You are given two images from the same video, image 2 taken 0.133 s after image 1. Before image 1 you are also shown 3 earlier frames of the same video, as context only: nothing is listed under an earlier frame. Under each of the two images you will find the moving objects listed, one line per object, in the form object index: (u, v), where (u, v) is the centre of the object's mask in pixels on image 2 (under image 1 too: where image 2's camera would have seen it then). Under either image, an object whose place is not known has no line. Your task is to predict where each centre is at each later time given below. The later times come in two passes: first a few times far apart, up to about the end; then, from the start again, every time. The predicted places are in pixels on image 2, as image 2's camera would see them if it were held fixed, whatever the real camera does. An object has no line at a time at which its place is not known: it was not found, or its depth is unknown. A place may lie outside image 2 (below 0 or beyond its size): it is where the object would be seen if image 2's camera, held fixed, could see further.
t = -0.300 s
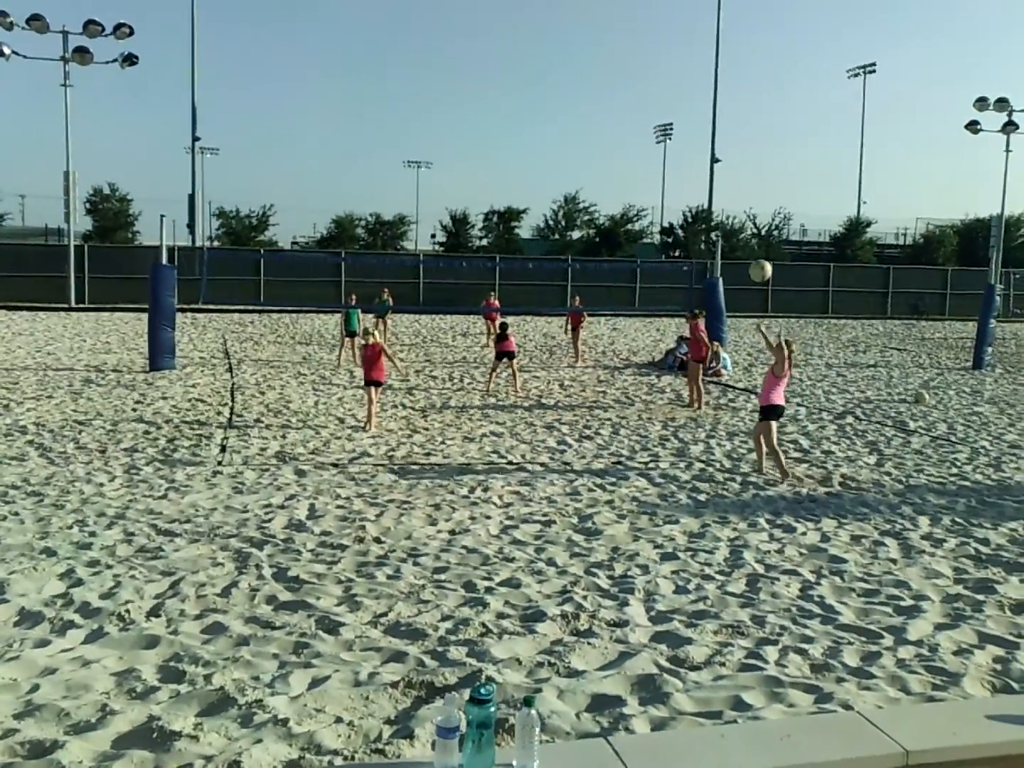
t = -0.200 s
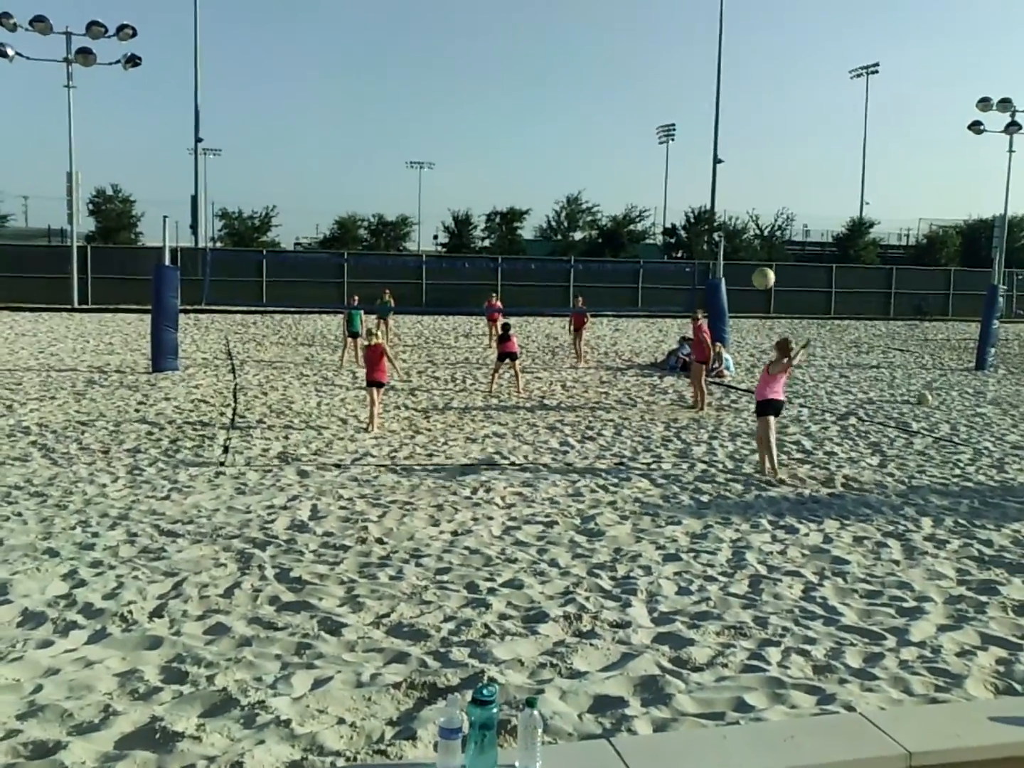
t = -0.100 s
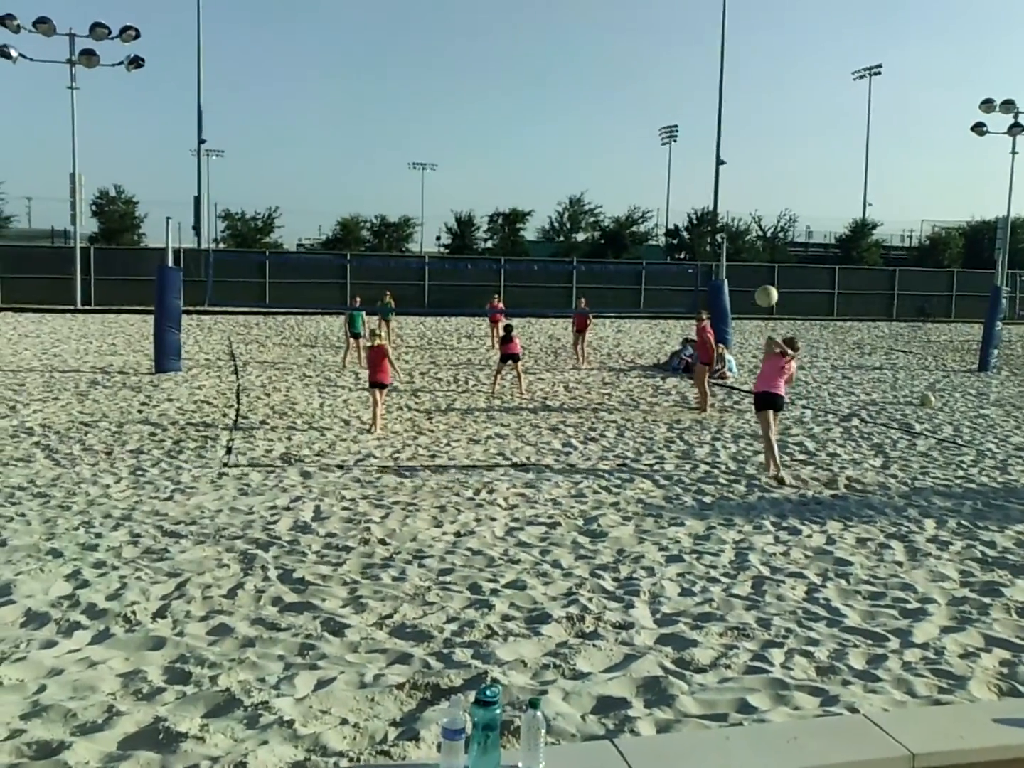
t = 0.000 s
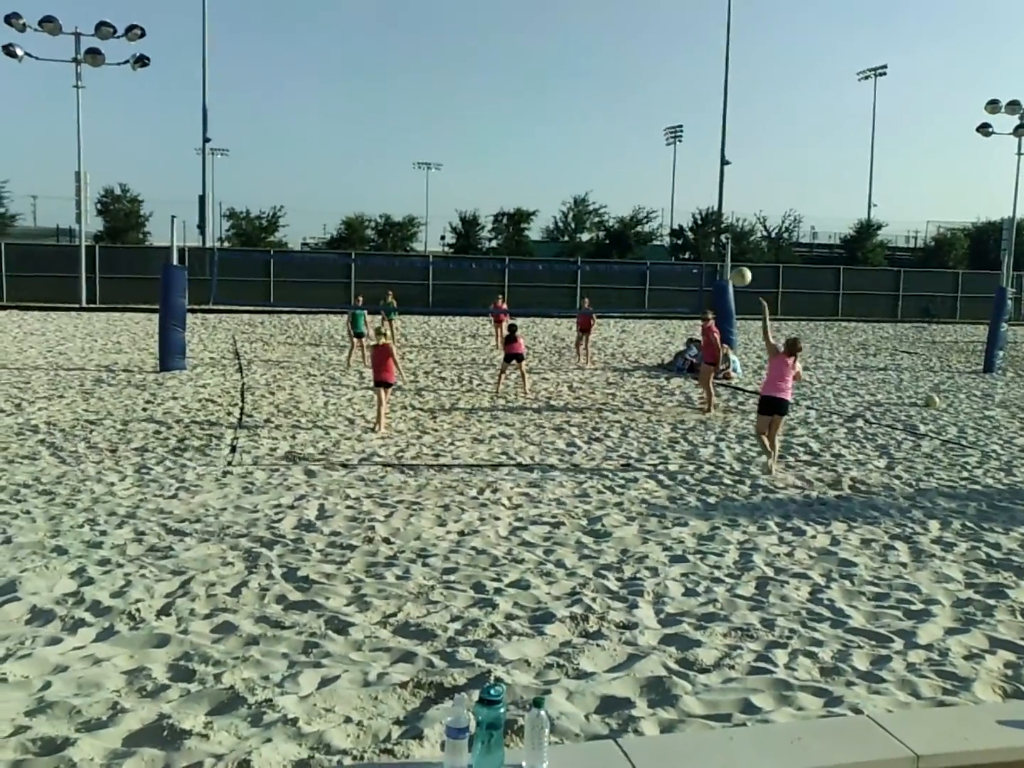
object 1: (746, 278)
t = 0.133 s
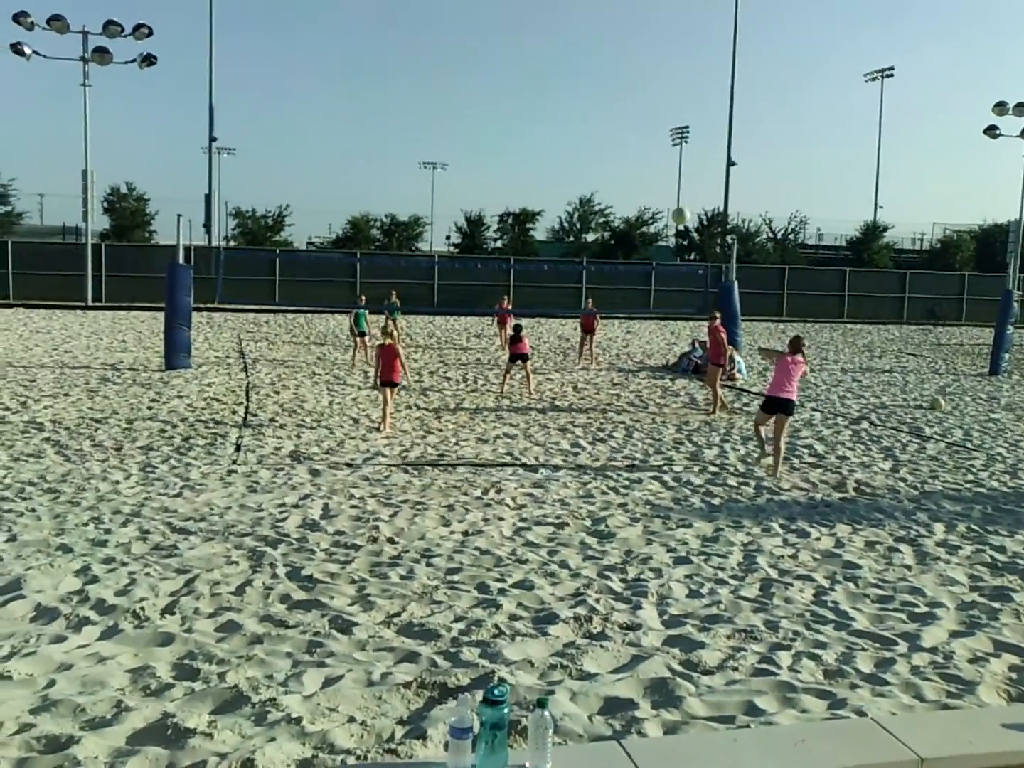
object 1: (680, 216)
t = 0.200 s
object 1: (654, 194)
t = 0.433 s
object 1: (590, 154)
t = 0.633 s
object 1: (552, 152)
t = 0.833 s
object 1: (523, 172)
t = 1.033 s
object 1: (501, 208)
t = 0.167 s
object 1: (667, 204)
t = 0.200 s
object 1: (654, 194)
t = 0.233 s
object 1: (643, 185)
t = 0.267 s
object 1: (633, 177)
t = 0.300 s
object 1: (623, 170)
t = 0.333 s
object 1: (614, 165)
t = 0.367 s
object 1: (605, 160)
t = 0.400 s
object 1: (597, 156)
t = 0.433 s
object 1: (590, 154)
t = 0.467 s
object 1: (583, 152)
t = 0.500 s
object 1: (576, 150)
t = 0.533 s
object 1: (570, 150)
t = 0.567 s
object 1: (564, 150)
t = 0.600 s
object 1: (558, 150)
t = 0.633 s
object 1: (552, 152)
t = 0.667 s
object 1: (547, 154)
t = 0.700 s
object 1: (542, 157)
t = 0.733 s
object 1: (537, 160)
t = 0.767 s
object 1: (532, 163)
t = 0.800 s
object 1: (527, 167)
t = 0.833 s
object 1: (523, 172)
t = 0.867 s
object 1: (519, 178)
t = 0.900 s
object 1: (515, 183)
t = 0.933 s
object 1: (511, 189)
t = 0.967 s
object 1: (507, 195)
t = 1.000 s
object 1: (504, 201)
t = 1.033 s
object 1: (501, 208)
